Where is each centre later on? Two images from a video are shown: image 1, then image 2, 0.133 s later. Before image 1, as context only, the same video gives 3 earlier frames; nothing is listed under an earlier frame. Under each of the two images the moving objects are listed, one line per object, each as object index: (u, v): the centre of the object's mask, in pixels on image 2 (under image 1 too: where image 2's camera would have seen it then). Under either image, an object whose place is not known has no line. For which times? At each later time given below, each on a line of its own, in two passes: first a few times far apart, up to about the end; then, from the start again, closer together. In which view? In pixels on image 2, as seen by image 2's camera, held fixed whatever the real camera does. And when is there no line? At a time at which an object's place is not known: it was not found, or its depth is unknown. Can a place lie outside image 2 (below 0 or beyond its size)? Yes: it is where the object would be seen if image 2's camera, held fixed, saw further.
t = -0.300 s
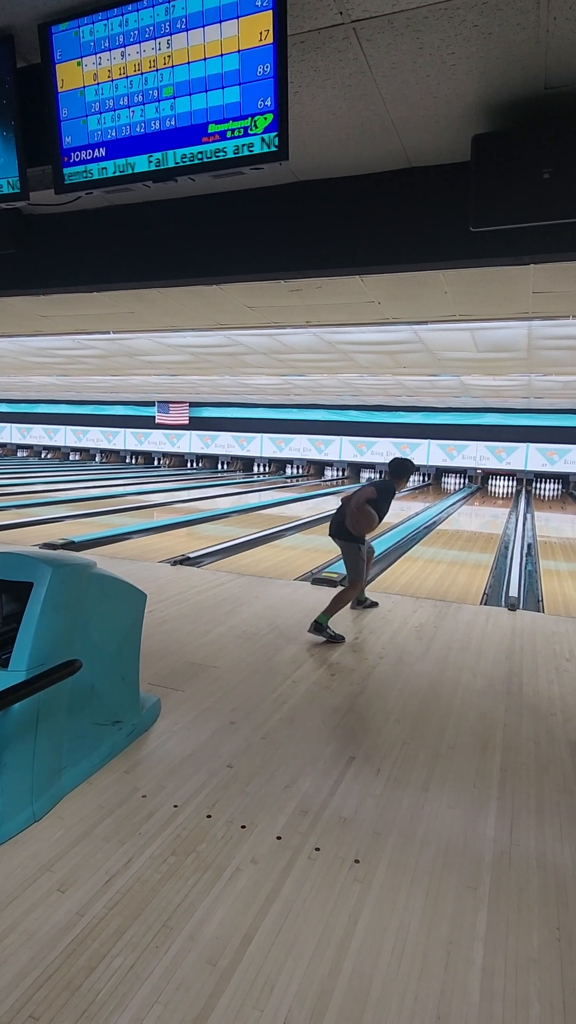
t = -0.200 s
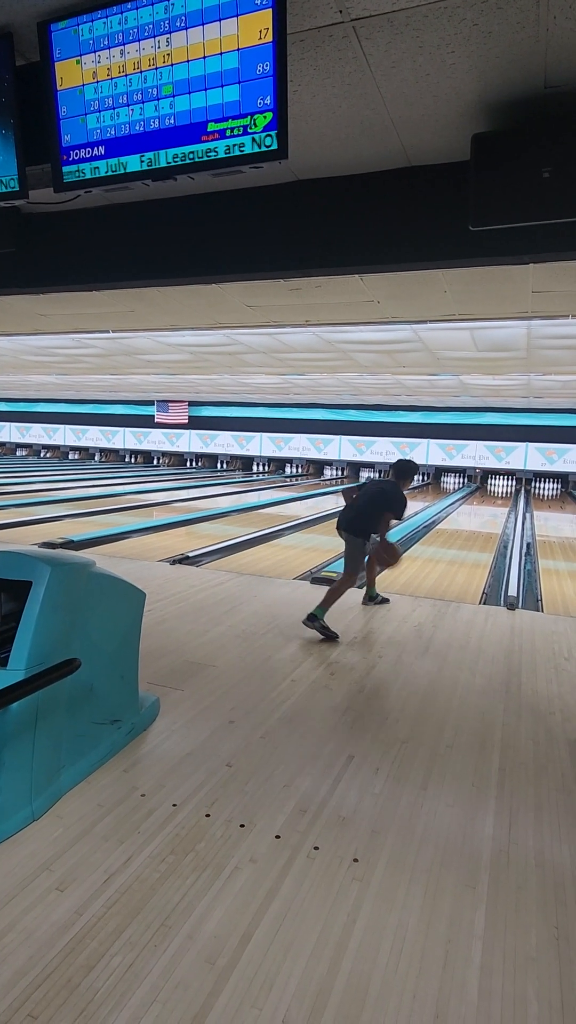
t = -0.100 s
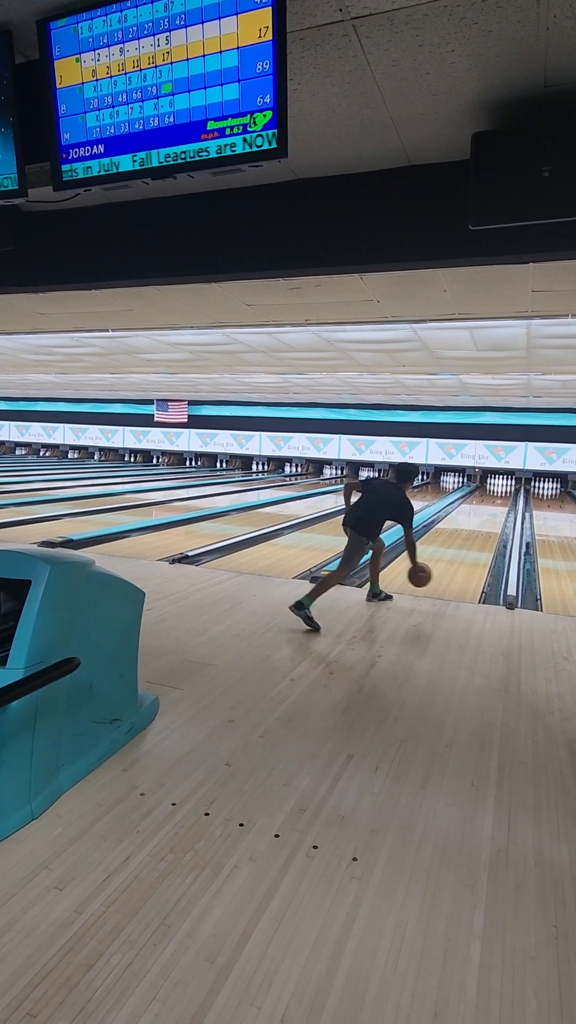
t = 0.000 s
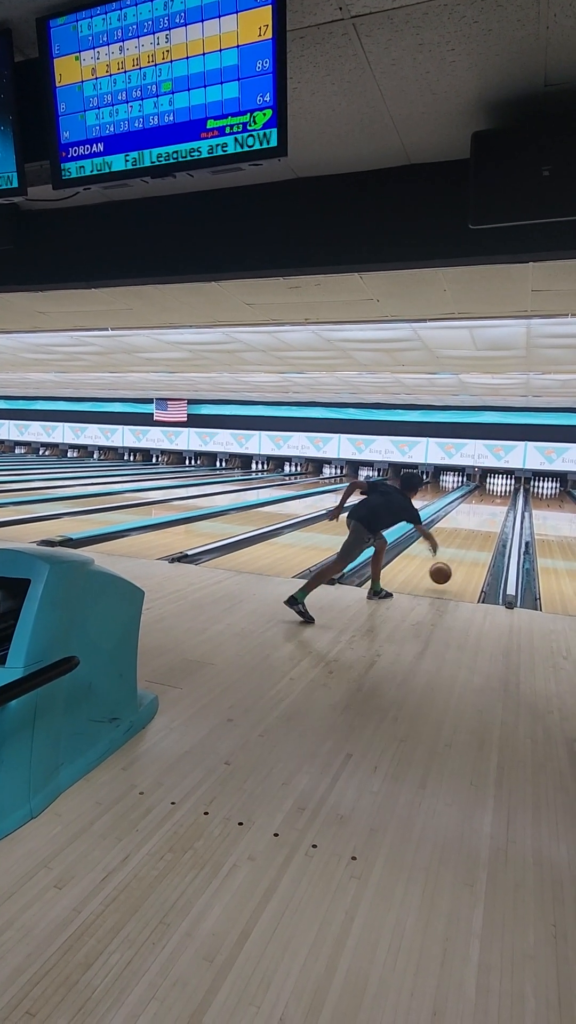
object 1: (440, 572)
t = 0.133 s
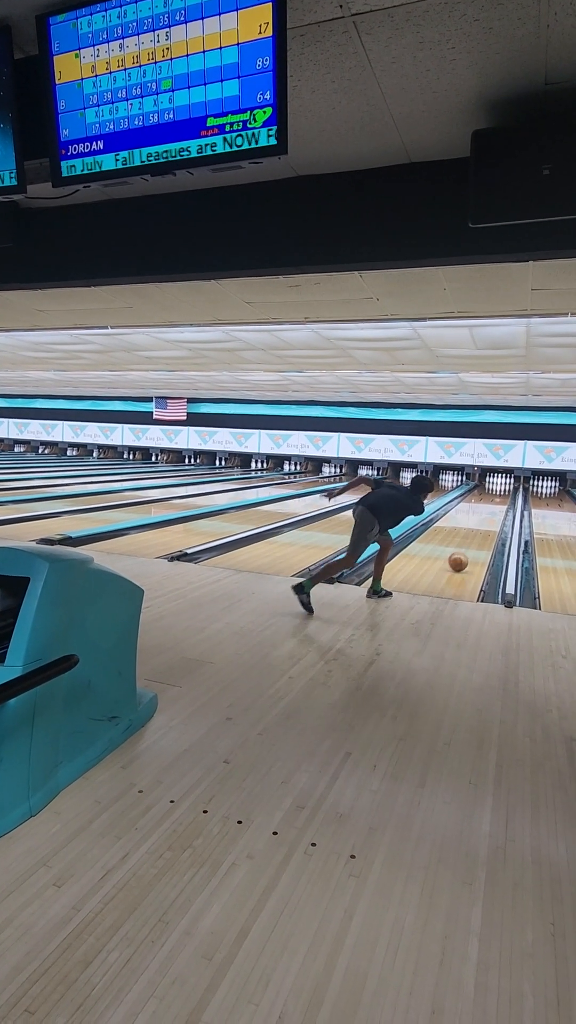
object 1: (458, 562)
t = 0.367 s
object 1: (481, 541)
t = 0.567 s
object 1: (493, 530)
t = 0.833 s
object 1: (505, 519)
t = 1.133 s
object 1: (511, 511)
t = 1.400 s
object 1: (512, 504)
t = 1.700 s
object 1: (513, 499)
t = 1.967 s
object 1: (514, 495)
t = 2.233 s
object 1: (515, 492)
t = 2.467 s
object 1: (515, 490)
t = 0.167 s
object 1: (462, 559)
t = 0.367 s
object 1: (481, 541)
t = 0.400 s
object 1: (483, 540)
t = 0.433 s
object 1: (485, 538)
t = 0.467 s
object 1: (487, 536)
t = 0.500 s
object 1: (489, 533)
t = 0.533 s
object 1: (491, 532)
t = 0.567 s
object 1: (493, 530)
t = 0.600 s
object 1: (495, 528)
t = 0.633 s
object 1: (497, 526)
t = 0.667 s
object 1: (498, 525)
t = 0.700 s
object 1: (500, 523)
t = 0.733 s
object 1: (501, 522)
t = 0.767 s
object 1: (503, 521)
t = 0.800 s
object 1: (504, 520)
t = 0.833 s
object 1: (505, 519)
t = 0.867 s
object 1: (507, 519)
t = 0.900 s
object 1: (509, 518)
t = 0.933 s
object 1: (509, 517)
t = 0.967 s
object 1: (509, 516)
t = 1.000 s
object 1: (509, 514)
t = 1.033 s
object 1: (509, 513)
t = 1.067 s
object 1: (510, 512)
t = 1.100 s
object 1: (510, 512)
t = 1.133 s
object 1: (511, 511)
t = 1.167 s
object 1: (511, 510)
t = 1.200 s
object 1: (511, 509)
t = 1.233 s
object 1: (511, 508)
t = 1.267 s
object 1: (512, 507)
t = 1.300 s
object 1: (512, 506)
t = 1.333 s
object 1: (512, 506)
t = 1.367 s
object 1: (512, 505)
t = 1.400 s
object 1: (512, 504)
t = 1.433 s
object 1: (513, 504)
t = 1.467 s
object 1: (513, 503)
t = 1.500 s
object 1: (513, 502)
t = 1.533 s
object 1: (513, 502)
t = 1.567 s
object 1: (513, 501)
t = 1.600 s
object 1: (513, 500)
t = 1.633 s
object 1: (513, 500)
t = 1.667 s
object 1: (513, 499)
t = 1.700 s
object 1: (513, 499)
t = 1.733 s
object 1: (514, 498)
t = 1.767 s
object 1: (514, 498)
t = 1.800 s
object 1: (514, 497)
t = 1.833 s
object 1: (514, 497)
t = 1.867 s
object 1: (514, 496)
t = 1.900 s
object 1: (514, 496)
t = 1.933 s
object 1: (514, 495)
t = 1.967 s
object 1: (514, 495)
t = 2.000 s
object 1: (514, 495)
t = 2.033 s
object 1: (514, 494)
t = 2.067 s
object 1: (514, 493)
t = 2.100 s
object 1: (515, 493)
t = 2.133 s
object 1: (515, 493)
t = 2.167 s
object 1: (515, 493)
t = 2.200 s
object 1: (515, 492)
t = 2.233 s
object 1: (515, 492)
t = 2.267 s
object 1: (515, 492)
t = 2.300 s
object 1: (515, 491)
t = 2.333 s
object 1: (515, 491)
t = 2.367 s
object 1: (515, 491)
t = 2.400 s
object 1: (515, 490)
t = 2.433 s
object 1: (515, 490)
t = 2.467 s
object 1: (515, 490)
